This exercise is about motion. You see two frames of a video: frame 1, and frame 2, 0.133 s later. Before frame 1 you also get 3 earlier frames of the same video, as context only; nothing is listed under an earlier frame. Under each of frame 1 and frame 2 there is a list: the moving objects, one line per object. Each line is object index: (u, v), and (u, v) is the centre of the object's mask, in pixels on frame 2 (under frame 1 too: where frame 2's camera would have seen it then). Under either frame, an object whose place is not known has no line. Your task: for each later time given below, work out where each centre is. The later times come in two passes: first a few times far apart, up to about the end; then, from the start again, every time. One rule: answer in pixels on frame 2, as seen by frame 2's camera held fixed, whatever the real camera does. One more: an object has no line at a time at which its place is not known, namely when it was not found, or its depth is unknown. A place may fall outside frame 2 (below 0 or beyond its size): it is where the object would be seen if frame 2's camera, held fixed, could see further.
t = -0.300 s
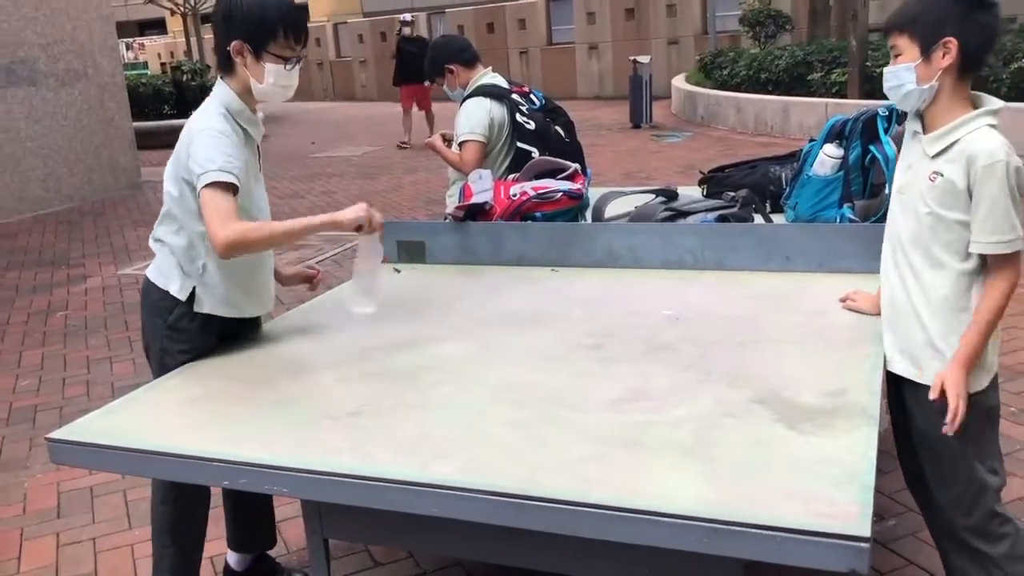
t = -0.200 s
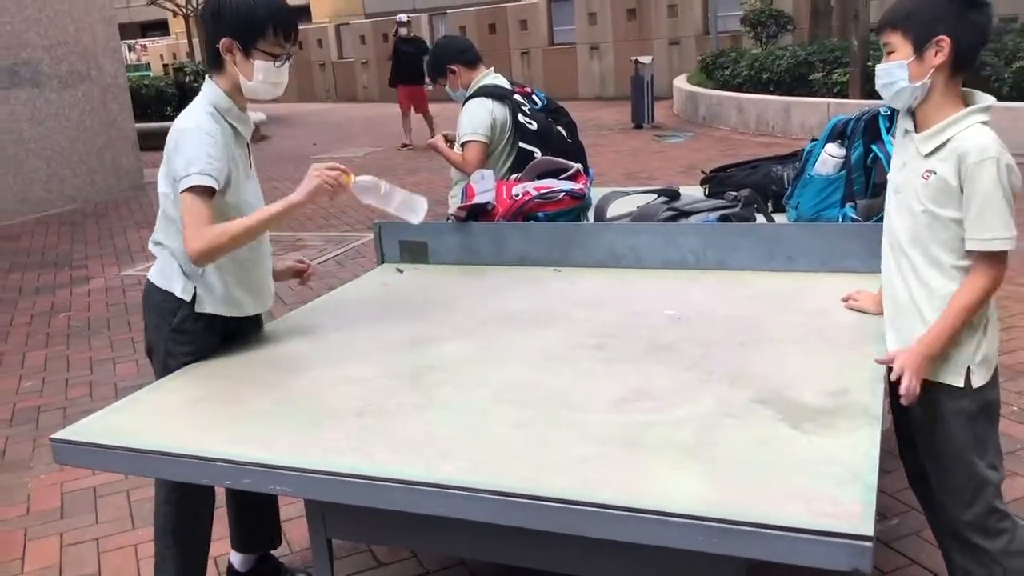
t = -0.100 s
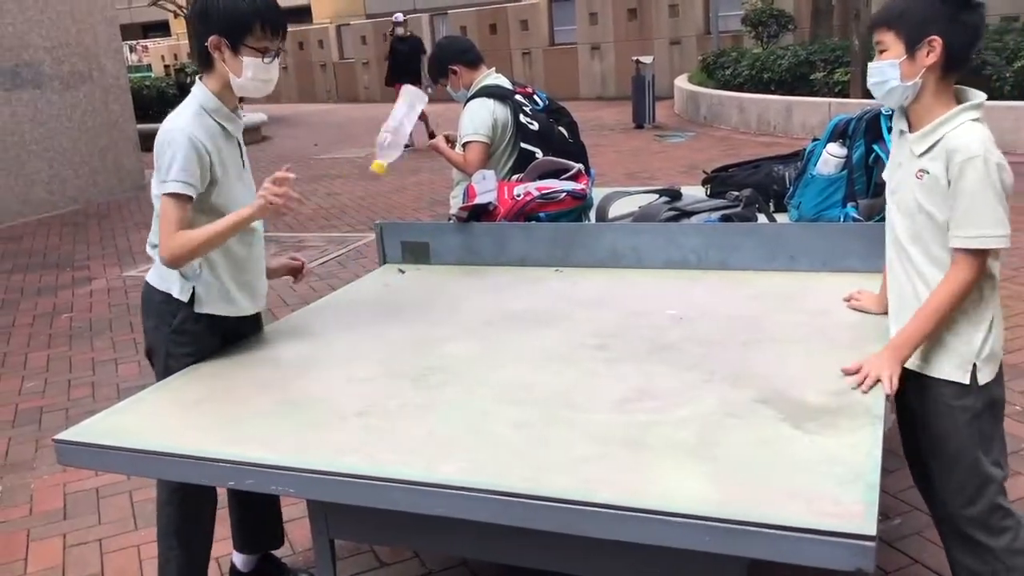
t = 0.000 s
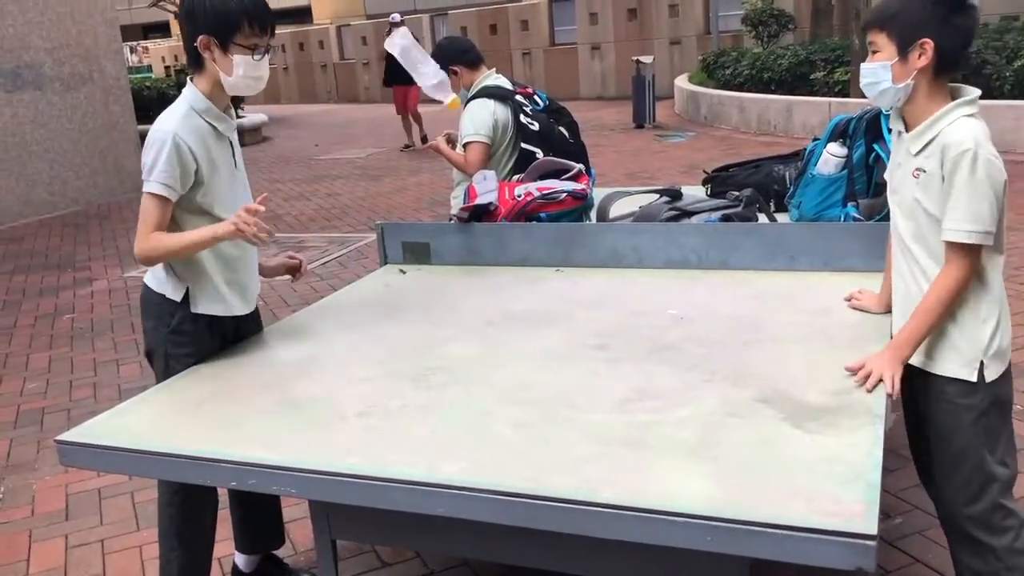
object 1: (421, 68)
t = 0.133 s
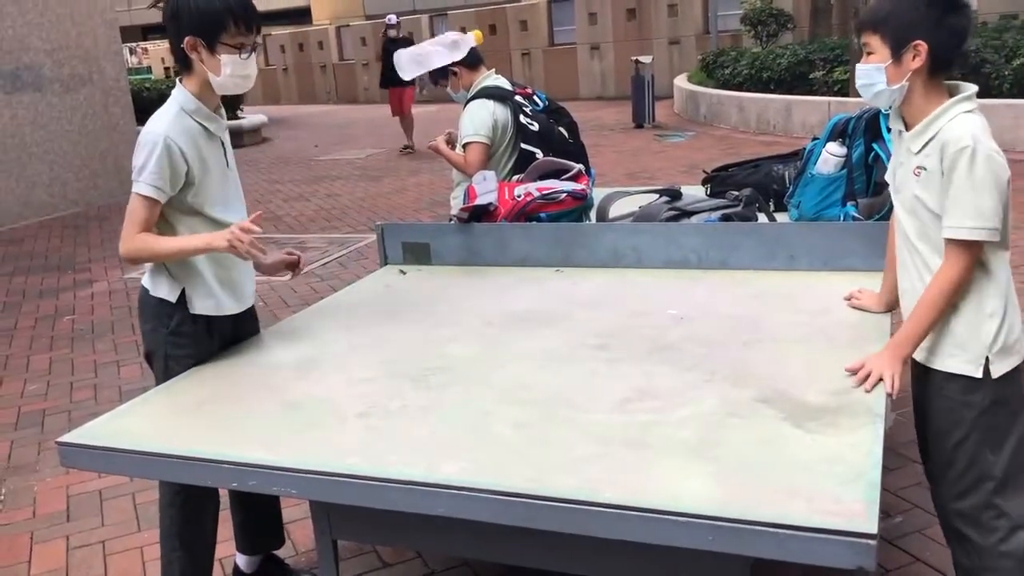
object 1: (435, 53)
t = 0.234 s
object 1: (451, 102)
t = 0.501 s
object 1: (480, 329)
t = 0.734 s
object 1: (477, 343)
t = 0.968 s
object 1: (479, 345)
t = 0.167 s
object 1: (439, 65)
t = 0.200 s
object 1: (444, 81)
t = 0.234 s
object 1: (451, 102)
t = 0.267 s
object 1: (456, 131)
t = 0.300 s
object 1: (463, 161)
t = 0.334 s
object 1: (470, 197)
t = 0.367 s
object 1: (477, 234)
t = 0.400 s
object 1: (485, 280)
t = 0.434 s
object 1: (488, 310)
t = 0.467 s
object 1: (482, 320)
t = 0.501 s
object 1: (480, 329)
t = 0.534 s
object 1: (478, 337)
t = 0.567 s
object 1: (476, 339)
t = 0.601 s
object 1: (475, 341)
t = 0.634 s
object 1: (475, 342)
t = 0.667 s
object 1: (475, 342)
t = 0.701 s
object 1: (476, 343)
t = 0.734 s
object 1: (477, 343)
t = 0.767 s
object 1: (477, 343)
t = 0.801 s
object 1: (478, 344)
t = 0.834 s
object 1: (479, 344)
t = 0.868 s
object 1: (478, 344)
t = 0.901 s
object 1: (479, 345)
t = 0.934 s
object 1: (479, 345)
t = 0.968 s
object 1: (479, 345)
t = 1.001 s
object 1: (480, 346)
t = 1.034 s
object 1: (481, 346)
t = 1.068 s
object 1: (481, 346)
